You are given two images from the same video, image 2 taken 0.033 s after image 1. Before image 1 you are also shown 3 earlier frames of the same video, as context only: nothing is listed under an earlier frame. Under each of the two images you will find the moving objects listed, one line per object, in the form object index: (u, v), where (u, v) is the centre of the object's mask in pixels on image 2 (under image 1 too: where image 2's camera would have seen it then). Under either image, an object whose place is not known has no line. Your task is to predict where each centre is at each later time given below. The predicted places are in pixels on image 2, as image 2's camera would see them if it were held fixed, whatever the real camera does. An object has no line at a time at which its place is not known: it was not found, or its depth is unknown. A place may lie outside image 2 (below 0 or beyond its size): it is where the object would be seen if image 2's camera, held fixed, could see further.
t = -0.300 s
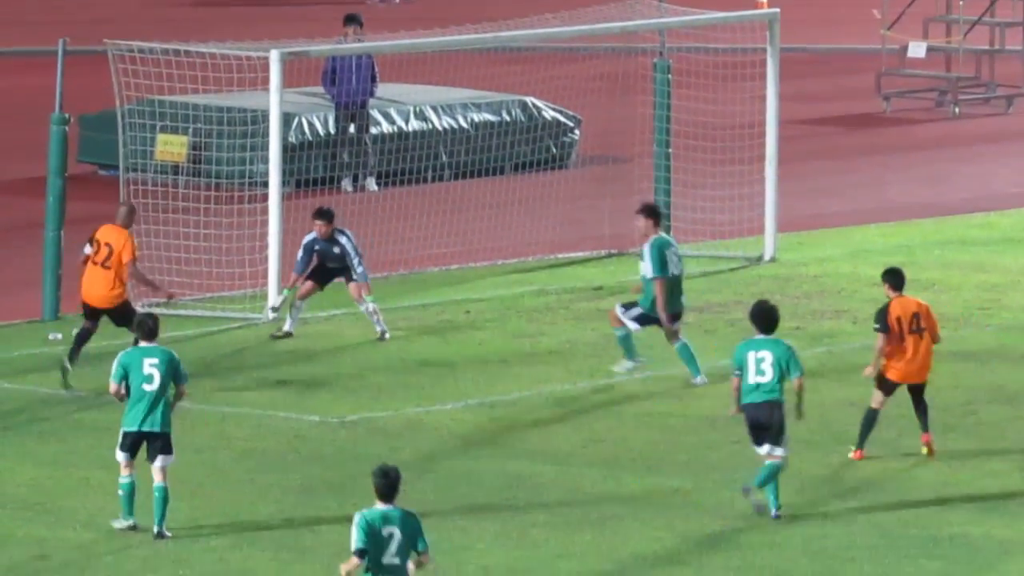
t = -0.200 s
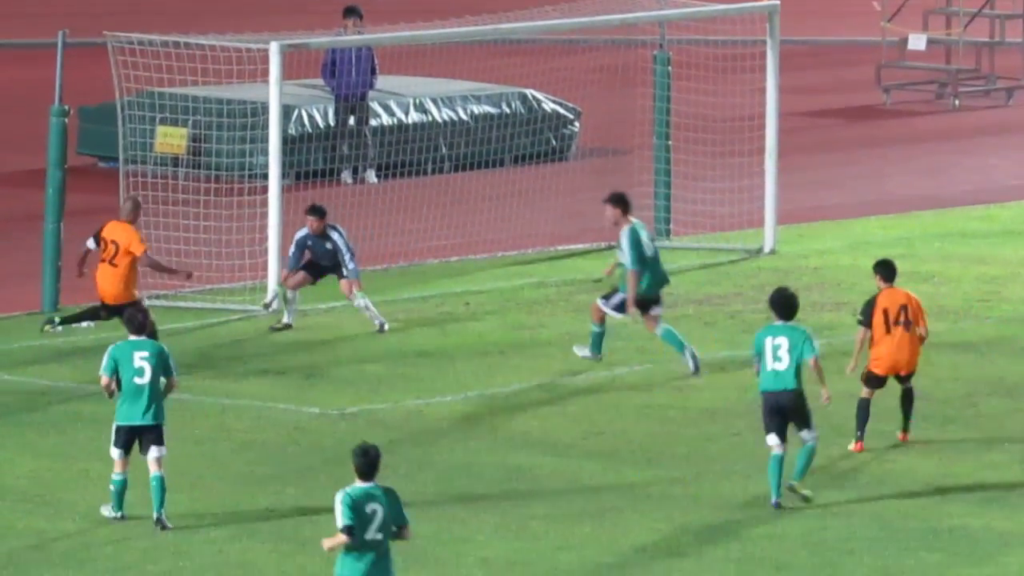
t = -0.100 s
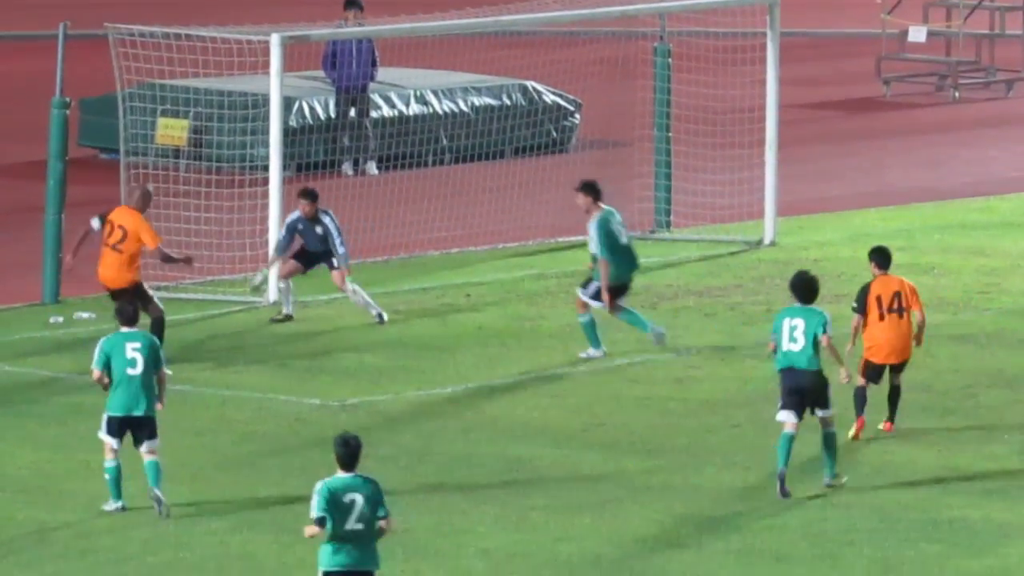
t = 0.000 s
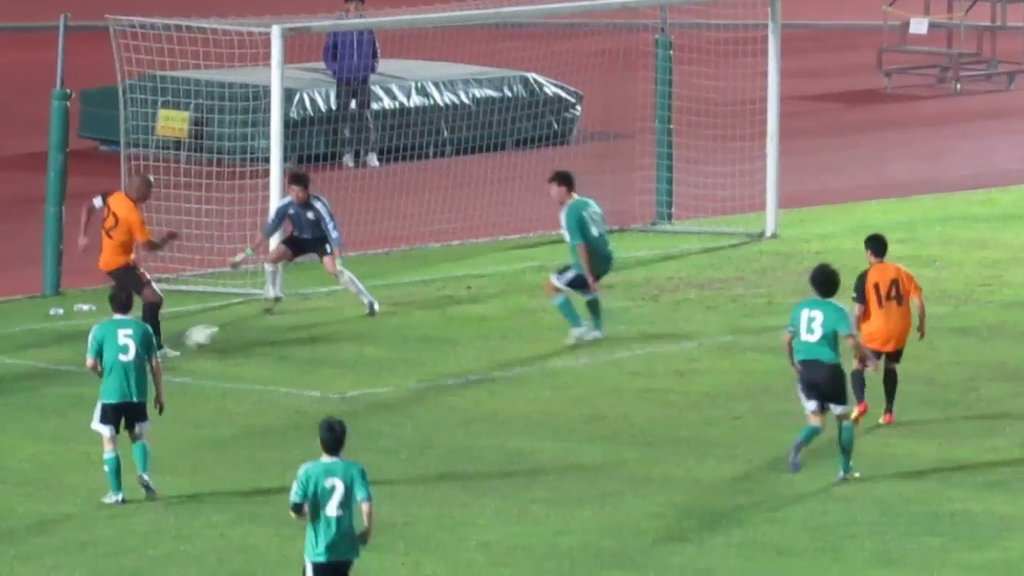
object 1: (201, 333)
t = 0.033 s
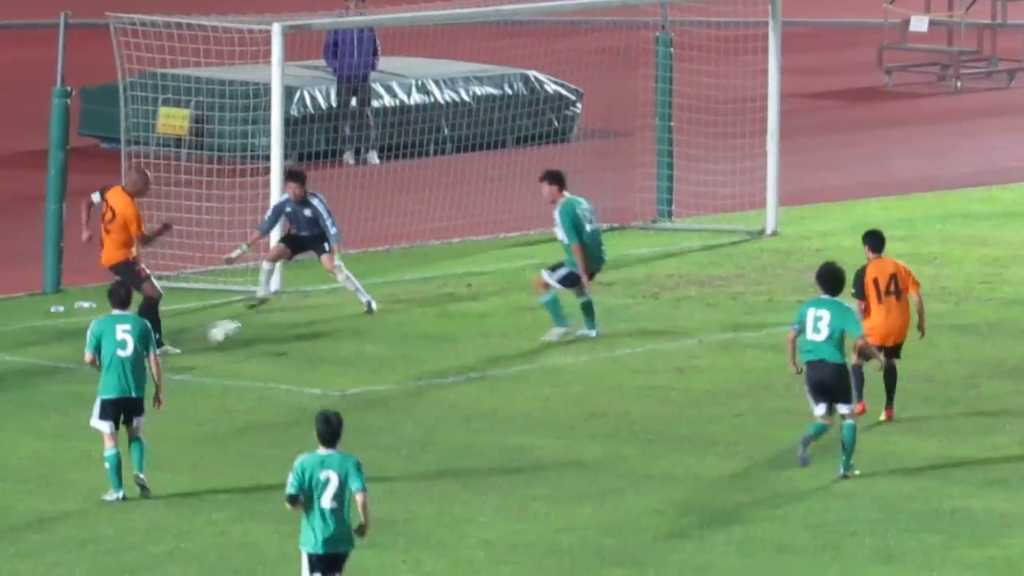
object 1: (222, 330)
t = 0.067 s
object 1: (244, 330)
